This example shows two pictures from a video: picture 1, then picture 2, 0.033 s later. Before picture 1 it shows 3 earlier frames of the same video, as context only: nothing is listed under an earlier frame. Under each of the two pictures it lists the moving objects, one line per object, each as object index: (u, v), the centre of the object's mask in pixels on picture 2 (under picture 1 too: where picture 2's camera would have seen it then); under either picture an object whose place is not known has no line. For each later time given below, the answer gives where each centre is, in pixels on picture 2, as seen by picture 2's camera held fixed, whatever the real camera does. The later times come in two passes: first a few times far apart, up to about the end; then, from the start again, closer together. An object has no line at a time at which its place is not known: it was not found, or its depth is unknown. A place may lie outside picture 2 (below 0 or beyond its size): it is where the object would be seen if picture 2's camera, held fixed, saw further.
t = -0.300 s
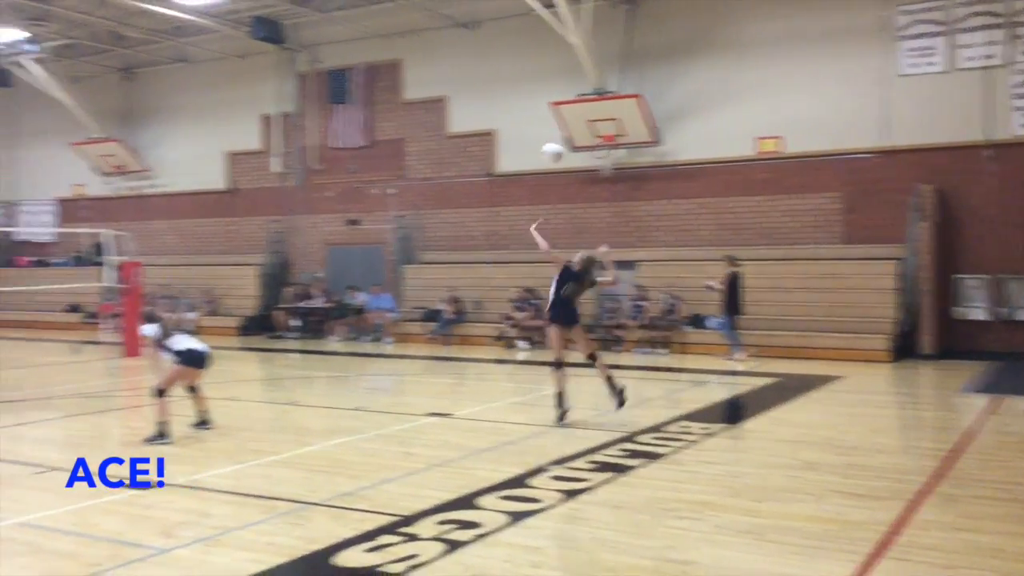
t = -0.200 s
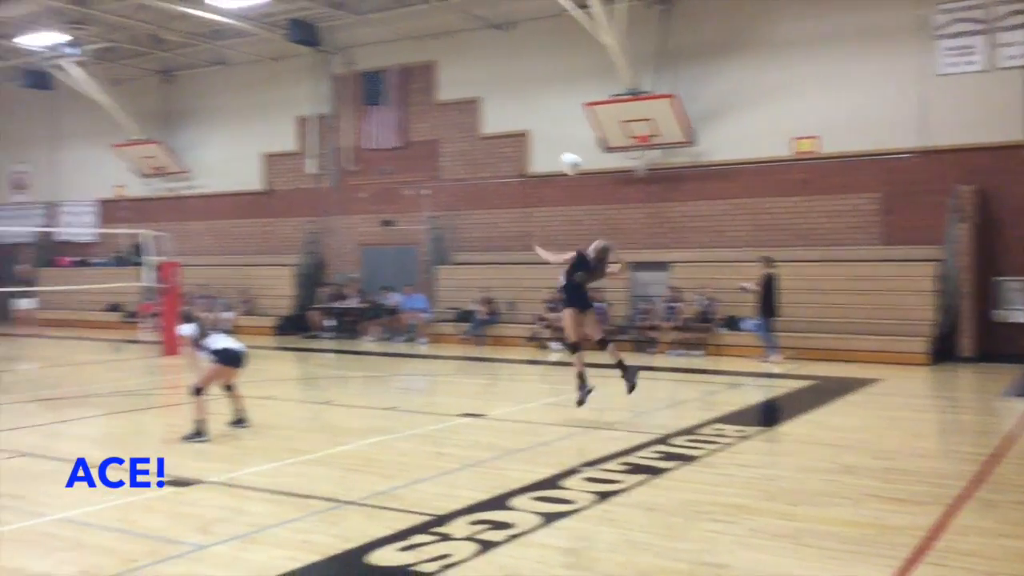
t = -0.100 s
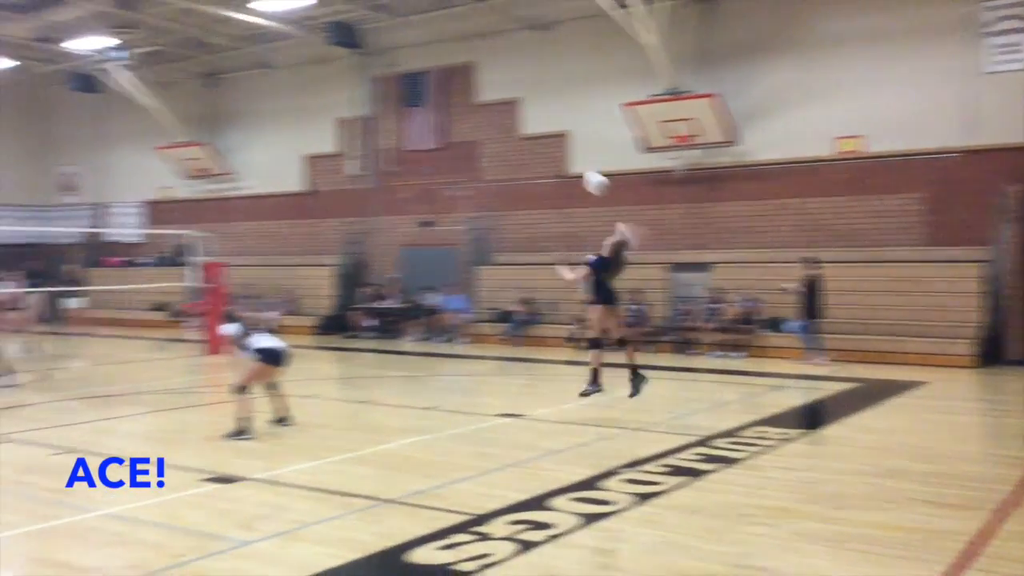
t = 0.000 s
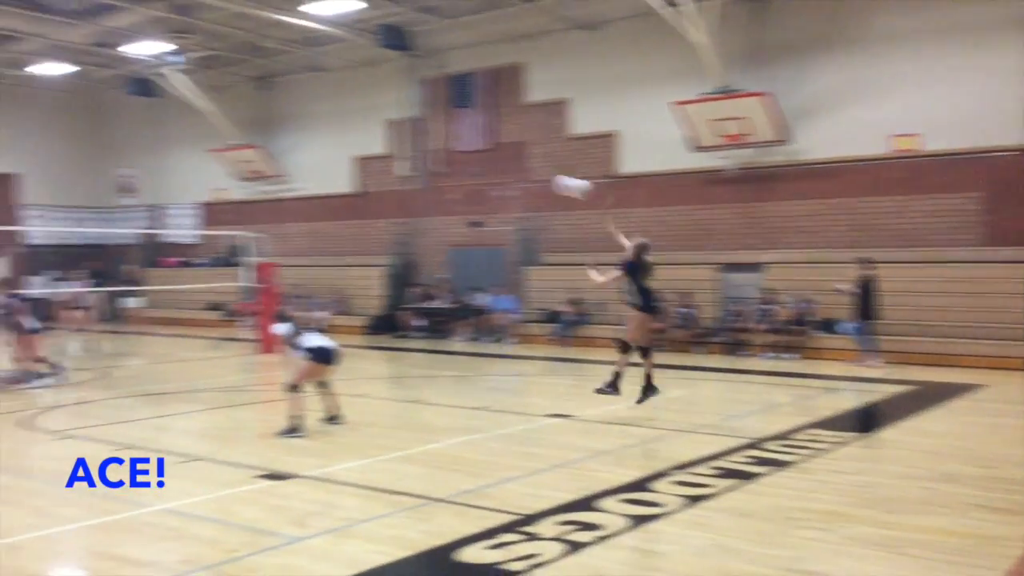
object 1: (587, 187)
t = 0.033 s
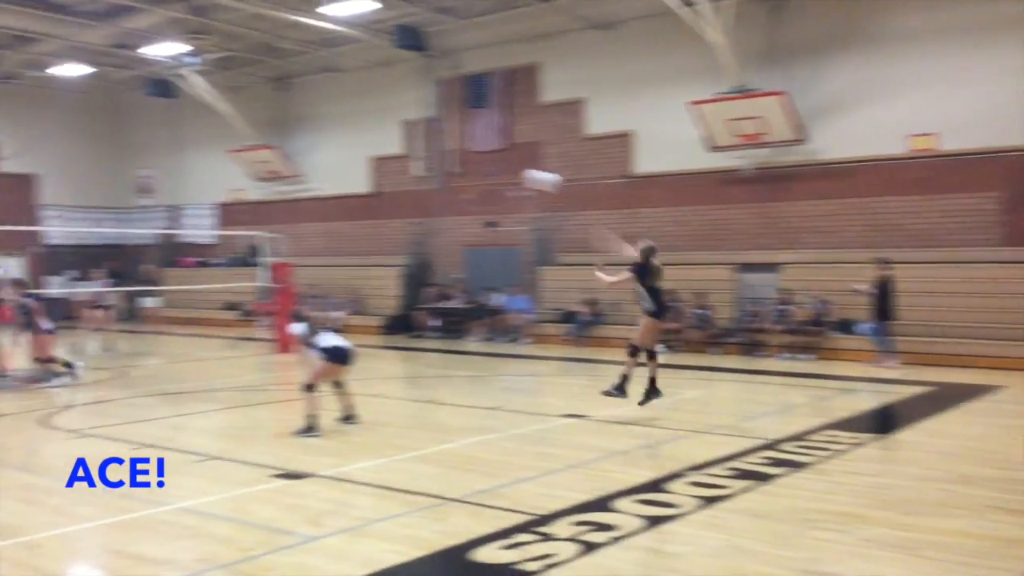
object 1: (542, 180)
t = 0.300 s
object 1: (252, 164)
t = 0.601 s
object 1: (41, 202)
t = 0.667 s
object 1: (6, 215)
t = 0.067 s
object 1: (499, 175)
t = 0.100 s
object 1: (458, 170)
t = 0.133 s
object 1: (418, 167)
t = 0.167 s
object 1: (384, 164)
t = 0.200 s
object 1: (345, 159)
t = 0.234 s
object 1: (312, 160)
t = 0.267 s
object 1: (280, 163)
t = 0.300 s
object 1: (252, 164)
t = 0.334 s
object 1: (222, 165)
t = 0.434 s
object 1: (146, 175)
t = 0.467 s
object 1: (123, 179)
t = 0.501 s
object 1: (101, 183)
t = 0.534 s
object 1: (80, 189)
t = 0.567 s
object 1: (60, 194)
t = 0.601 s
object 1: (41, 202)
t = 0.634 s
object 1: (23, 209)
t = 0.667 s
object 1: (6, 215)
